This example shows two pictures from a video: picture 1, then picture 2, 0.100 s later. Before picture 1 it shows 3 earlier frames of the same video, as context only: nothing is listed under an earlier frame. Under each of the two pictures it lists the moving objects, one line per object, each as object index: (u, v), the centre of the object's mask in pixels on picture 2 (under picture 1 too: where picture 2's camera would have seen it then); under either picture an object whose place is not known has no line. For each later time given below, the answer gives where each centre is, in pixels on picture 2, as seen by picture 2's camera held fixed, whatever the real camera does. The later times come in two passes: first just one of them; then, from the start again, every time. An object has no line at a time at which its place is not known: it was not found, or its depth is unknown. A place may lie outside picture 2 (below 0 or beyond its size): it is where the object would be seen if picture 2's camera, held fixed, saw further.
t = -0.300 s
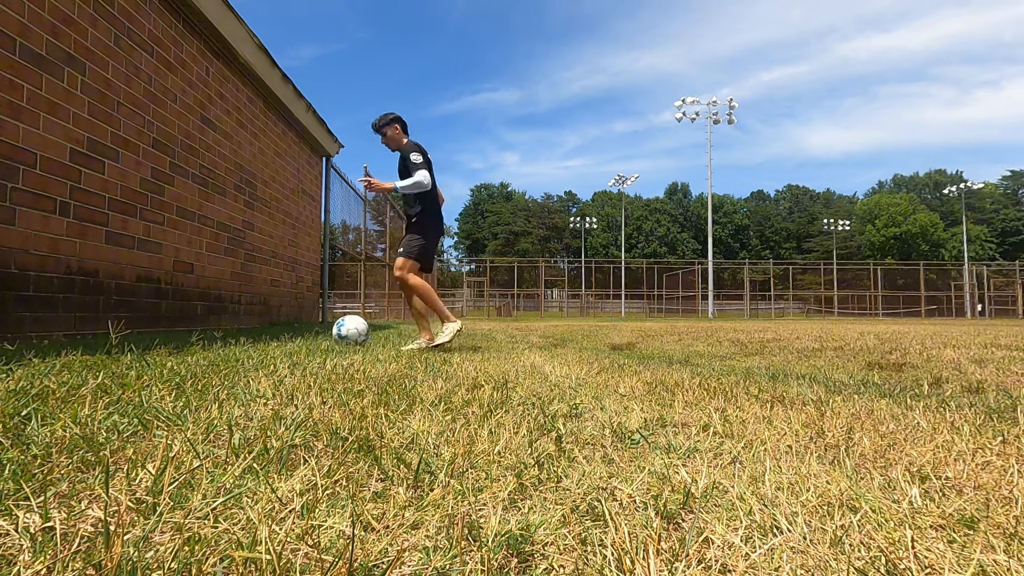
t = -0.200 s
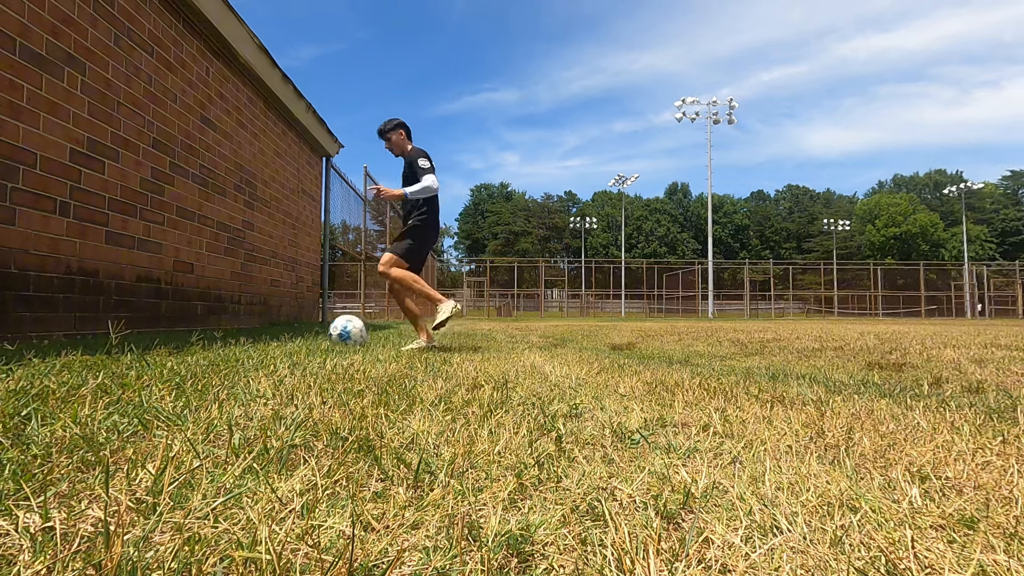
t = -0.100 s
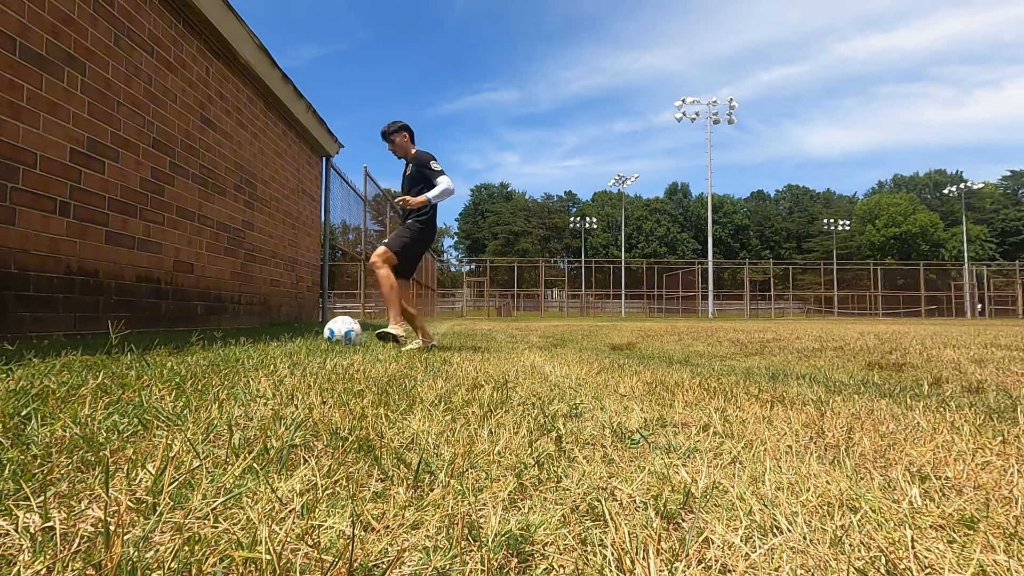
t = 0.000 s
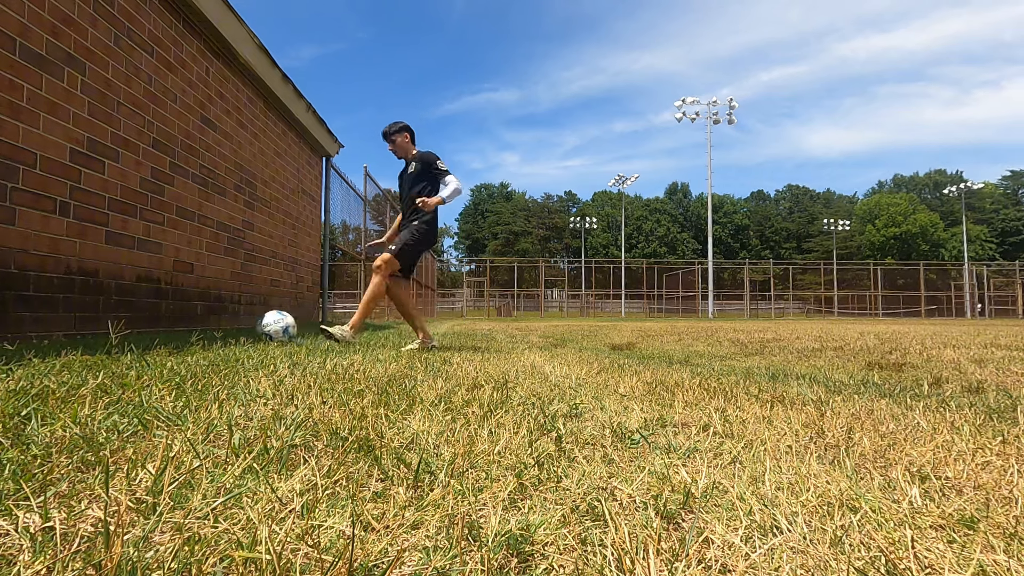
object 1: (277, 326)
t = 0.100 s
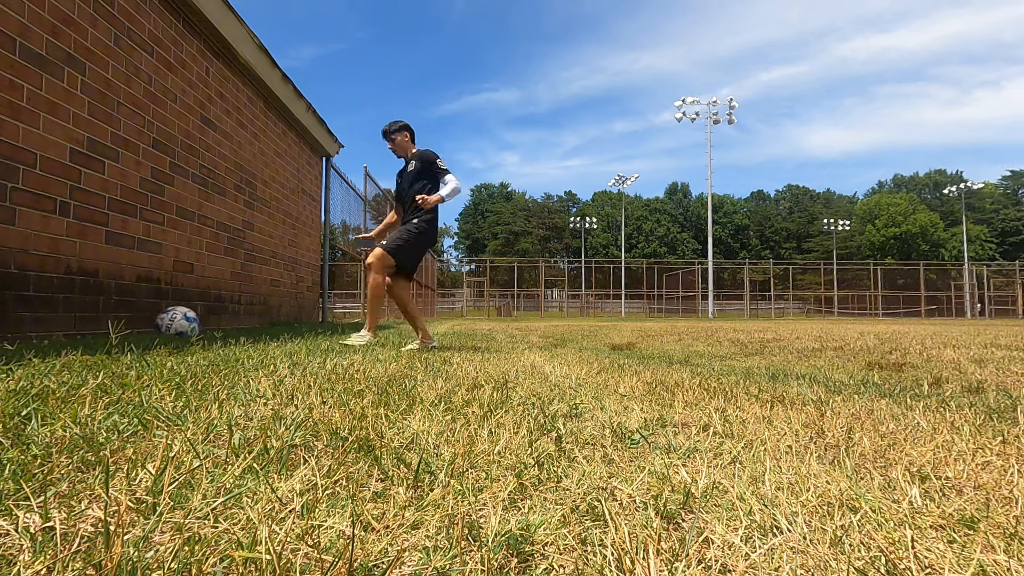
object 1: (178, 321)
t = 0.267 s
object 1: (183, 319)
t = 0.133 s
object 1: (146, 321)
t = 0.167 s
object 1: (114, 322)
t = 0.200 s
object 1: (132, 320)
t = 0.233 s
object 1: (158, 319)
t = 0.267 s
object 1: (183, 319)
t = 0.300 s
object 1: (208, 319)
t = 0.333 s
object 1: (231, 322)
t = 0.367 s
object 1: (254, 326)
